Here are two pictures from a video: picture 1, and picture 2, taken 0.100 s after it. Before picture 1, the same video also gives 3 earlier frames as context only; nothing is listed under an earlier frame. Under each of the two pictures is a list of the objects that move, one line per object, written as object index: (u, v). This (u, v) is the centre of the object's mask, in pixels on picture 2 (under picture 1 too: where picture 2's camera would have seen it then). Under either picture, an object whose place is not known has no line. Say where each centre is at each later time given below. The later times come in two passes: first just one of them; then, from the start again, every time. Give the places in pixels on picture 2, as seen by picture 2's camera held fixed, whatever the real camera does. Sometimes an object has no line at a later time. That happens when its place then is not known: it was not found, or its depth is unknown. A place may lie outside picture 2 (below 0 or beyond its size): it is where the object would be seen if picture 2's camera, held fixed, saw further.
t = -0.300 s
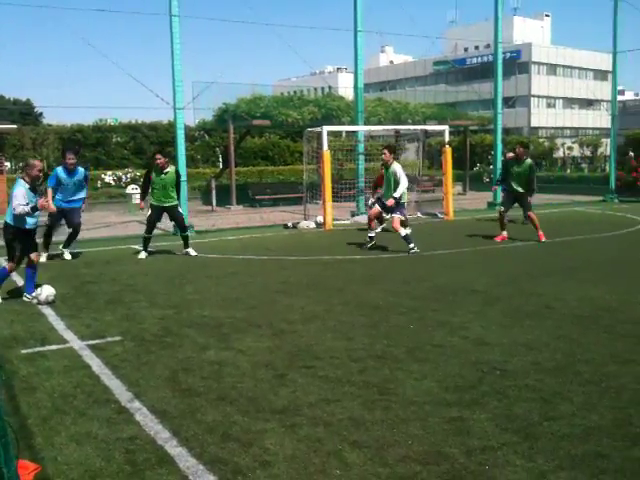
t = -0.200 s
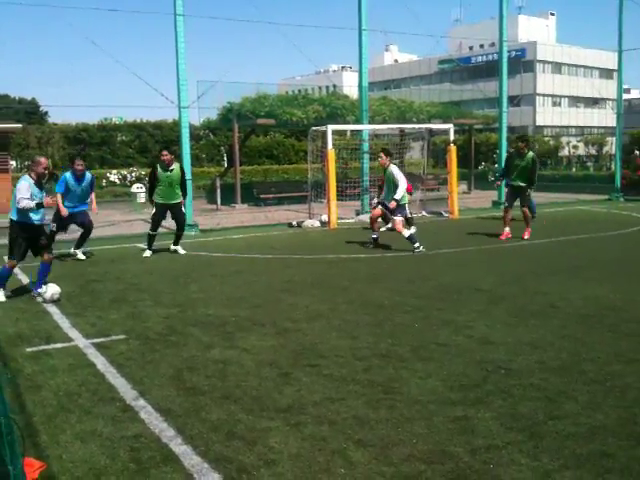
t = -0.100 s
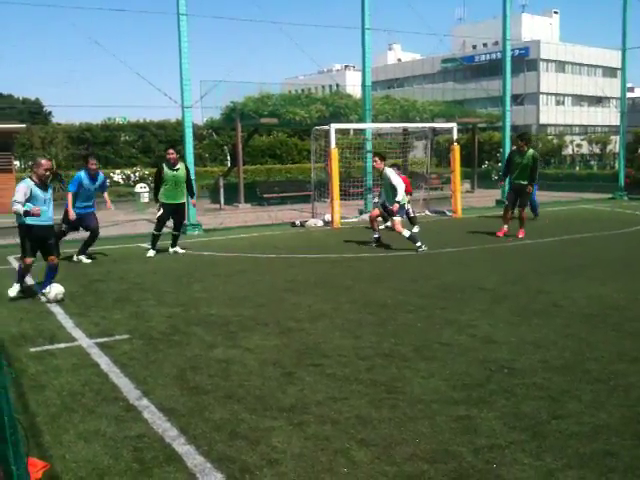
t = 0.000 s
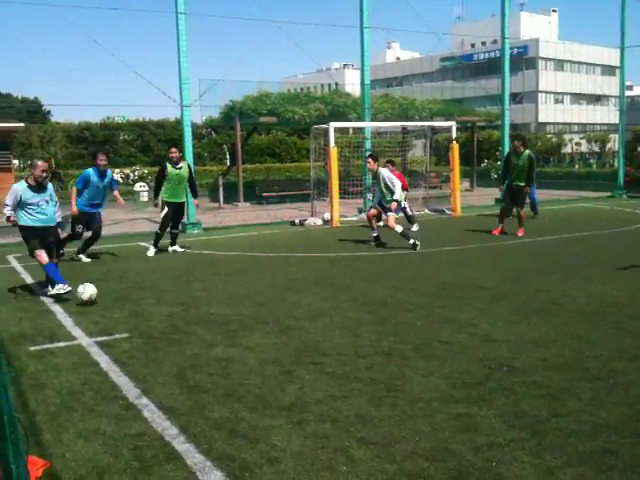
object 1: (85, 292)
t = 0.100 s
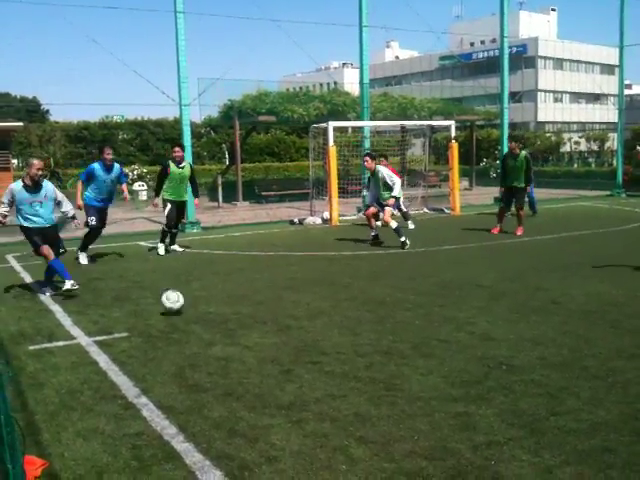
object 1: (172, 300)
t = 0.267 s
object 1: (337, 318)
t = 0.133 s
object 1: (205, 306)
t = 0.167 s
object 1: (237, 311)
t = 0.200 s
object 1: (269, 313)
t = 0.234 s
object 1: (302, 314)
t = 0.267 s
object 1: (337, 318)
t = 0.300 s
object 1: (375, 323)
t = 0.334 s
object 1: (414, 330)
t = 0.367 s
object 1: (452, 334)
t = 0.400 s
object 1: (491, 337)
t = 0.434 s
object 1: (532, 339)
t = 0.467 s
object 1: (576, 345)
